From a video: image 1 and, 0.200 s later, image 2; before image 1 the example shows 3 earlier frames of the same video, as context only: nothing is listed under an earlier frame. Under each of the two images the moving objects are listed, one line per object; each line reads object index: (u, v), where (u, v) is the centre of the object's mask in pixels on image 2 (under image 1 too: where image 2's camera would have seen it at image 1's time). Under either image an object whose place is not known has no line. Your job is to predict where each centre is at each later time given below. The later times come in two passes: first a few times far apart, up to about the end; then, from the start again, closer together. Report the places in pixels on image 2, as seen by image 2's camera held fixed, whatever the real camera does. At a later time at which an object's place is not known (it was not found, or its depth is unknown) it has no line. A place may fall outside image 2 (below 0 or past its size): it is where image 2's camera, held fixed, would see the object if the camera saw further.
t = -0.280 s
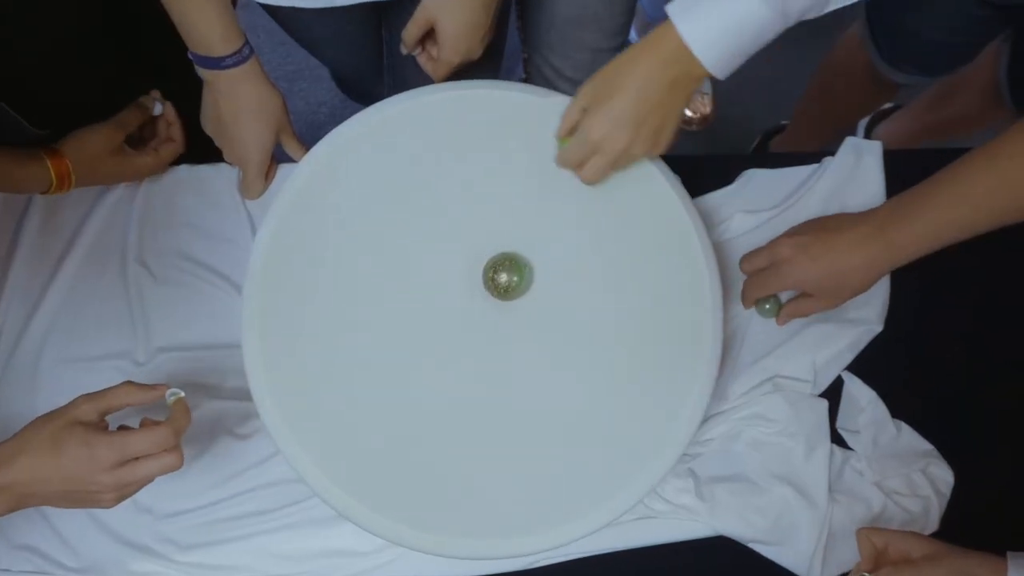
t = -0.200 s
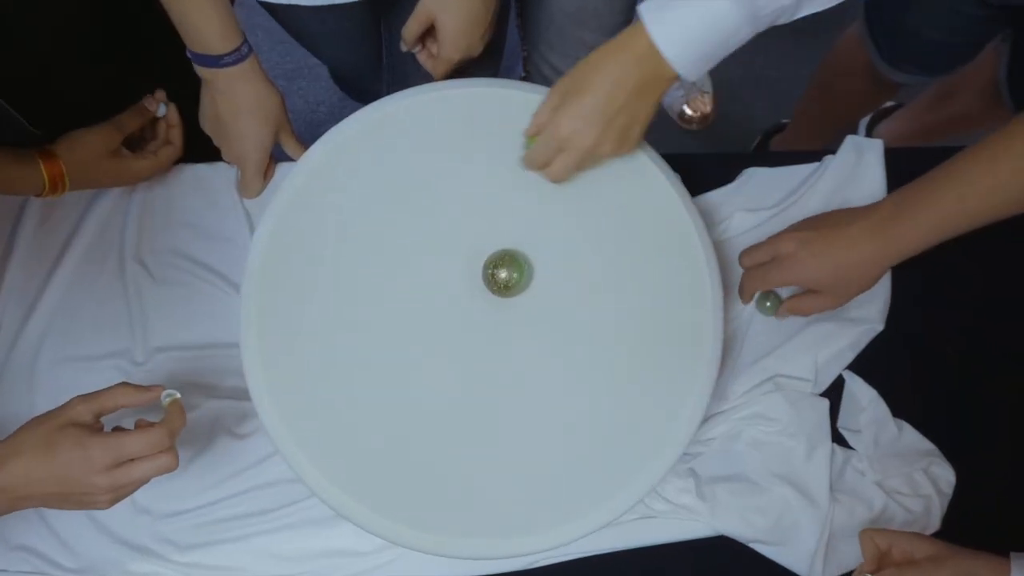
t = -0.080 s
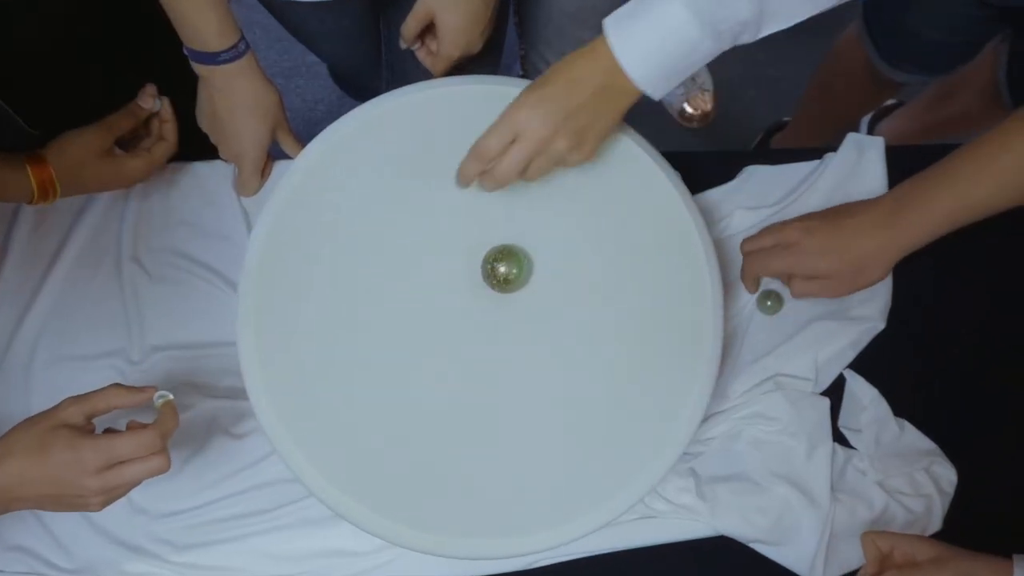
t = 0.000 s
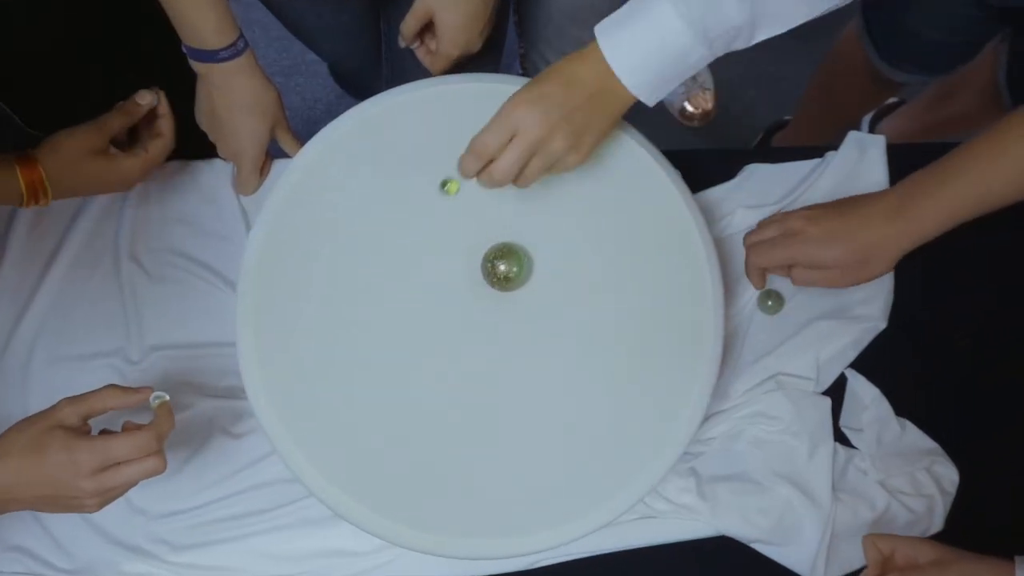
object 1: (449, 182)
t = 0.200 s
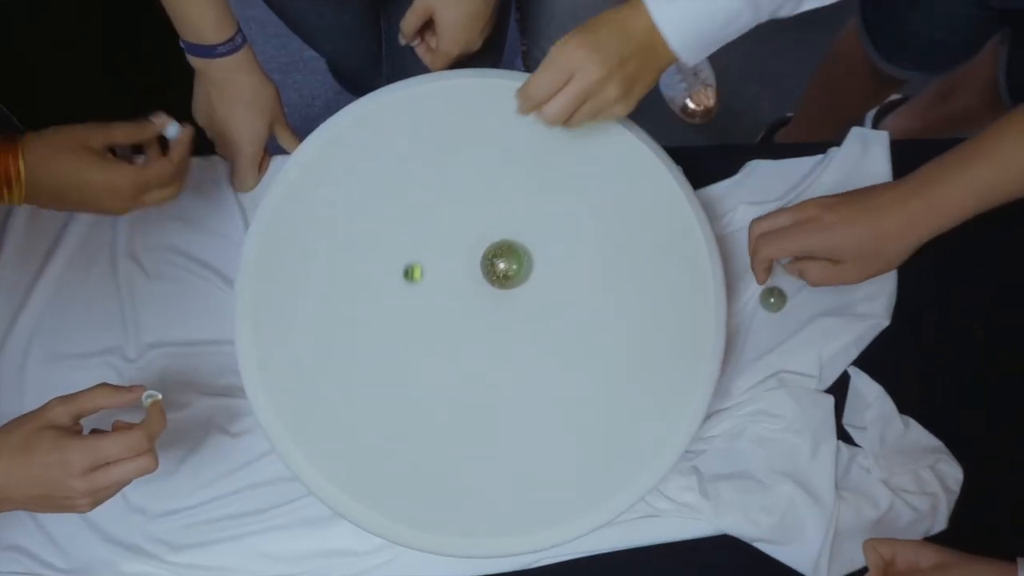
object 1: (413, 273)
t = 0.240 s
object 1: (412, 293)
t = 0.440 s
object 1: (433, 370)
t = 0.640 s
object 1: (472, 409)
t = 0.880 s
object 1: (521, 413)
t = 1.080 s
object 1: (554, 386)
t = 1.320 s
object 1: (573, 315)
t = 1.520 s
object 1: (547, 227)
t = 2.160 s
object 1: (429, 275)
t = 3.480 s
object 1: (498, 300)
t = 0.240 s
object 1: (412, 293)
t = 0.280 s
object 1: (414, 311)
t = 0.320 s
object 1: (417, 328)
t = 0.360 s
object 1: (421, 344)
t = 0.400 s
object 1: (427, 358)
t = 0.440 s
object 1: (433, 370)
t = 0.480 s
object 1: (440, 380)
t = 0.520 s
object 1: (448, 390)
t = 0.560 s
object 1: (455, 398)
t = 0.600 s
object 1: (463, 404)
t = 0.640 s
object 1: (472, 409)
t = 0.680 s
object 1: (480, 412)
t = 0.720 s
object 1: (488, 414)
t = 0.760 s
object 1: (497, 416)
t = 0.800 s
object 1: (505, 416)
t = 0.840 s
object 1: (513, 415)
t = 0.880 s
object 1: (521, 413)
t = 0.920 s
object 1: (528, 410)
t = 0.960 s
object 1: (535, 406)
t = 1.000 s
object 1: (541, 400)
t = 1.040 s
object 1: (547, 393)
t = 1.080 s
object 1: (554, 386)
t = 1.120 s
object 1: (559, 377)
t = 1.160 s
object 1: (564, 368)
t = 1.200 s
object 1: (567, 356)
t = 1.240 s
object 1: (570, 344)
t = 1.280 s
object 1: (573, 330)
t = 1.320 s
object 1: (573, 315)
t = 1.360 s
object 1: (573, 298)
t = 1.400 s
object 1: (570, 281)
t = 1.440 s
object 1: (566, 263)
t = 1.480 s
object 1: (558, 244)
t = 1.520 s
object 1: (547, 227)
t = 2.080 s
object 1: (422, 247)
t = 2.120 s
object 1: (425, 260)
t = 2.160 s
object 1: (429, 275)
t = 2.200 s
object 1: (437, 288)
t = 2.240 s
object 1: (446, 300)
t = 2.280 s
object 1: (457, 310)
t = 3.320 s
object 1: (468, 284)
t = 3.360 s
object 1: (473, 292)
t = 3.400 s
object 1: (480, 299)
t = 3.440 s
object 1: (490, 299)
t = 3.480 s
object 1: (498, 300)
